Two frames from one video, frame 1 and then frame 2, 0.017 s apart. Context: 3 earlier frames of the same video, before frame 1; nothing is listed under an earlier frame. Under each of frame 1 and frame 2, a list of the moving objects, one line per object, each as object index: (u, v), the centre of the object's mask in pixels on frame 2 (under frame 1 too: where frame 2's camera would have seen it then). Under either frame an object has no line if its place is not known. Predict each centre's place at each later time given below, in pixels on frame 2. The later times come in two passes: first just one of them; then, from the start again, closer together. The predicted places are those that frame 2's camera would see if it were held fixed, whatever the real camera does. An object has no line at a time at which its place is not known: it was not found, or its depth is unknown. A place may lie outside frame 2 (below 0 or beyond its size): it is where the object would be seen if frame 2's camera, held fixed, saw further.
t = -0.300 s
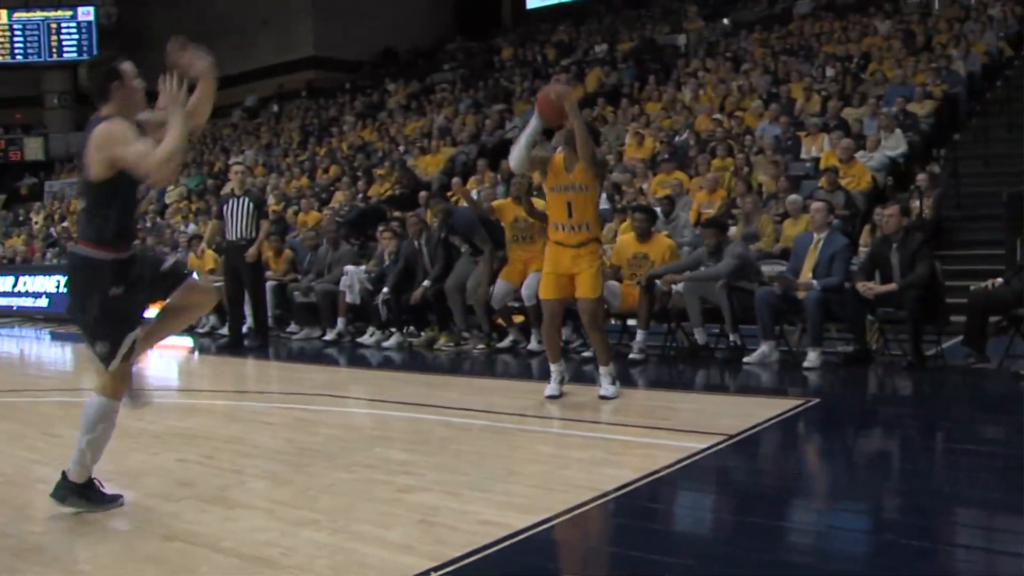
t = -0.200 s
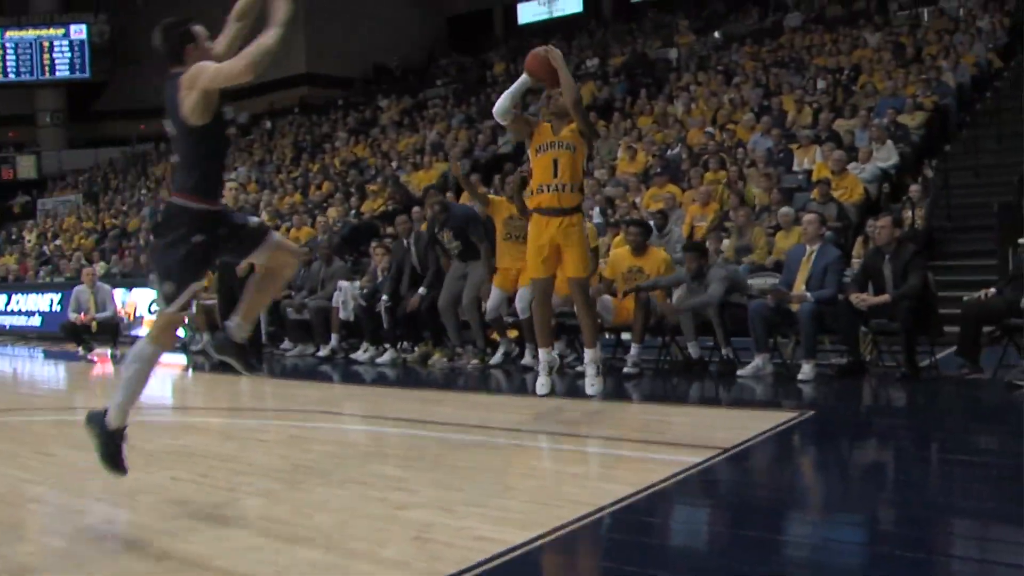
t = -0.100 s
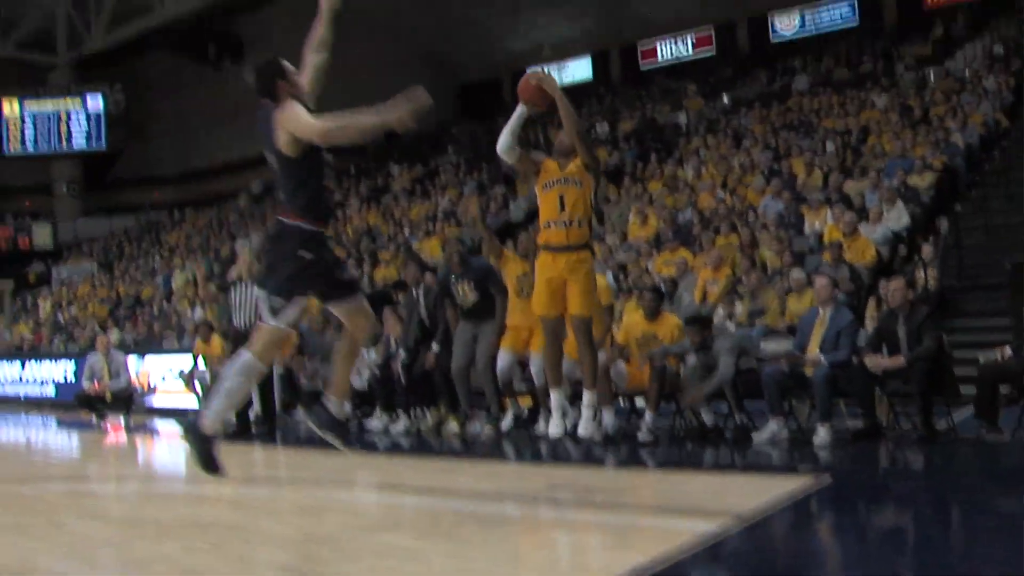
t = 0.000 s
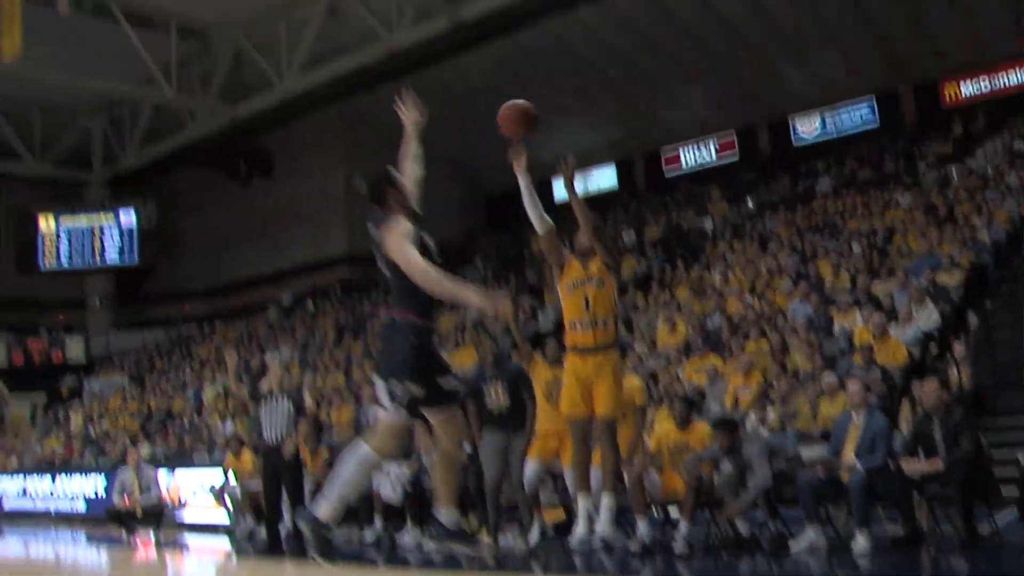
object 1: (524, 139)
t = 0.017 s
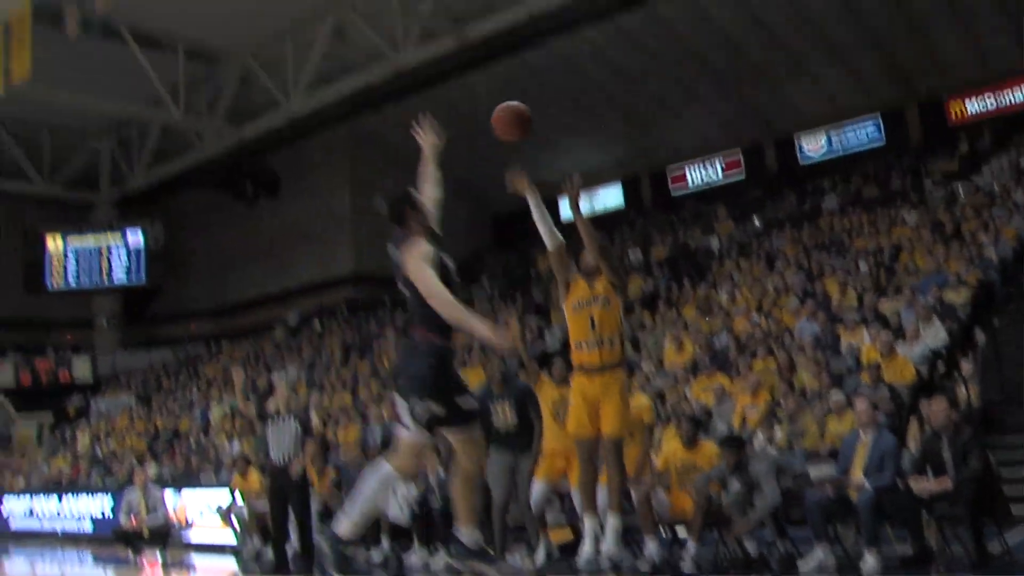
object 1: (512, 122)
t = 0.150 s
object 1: (412, -17)
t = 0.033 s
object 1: (499, 103)
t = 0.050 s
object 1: (487, 84)
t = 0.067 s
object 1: (474, 66)
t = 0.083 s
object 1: (462, 48)
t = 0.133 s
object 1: (425, 0)
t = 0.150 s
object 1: (412, -17)
